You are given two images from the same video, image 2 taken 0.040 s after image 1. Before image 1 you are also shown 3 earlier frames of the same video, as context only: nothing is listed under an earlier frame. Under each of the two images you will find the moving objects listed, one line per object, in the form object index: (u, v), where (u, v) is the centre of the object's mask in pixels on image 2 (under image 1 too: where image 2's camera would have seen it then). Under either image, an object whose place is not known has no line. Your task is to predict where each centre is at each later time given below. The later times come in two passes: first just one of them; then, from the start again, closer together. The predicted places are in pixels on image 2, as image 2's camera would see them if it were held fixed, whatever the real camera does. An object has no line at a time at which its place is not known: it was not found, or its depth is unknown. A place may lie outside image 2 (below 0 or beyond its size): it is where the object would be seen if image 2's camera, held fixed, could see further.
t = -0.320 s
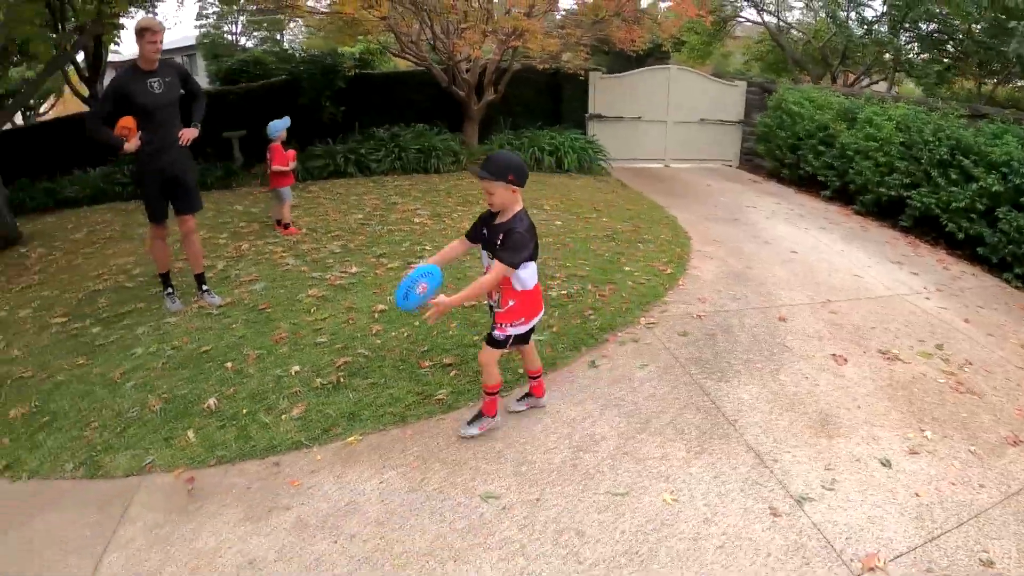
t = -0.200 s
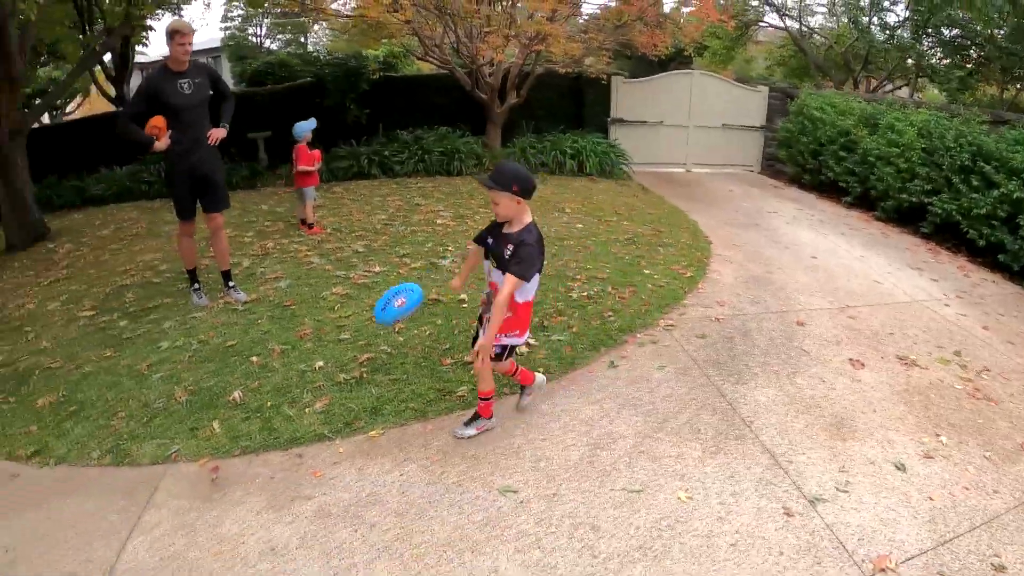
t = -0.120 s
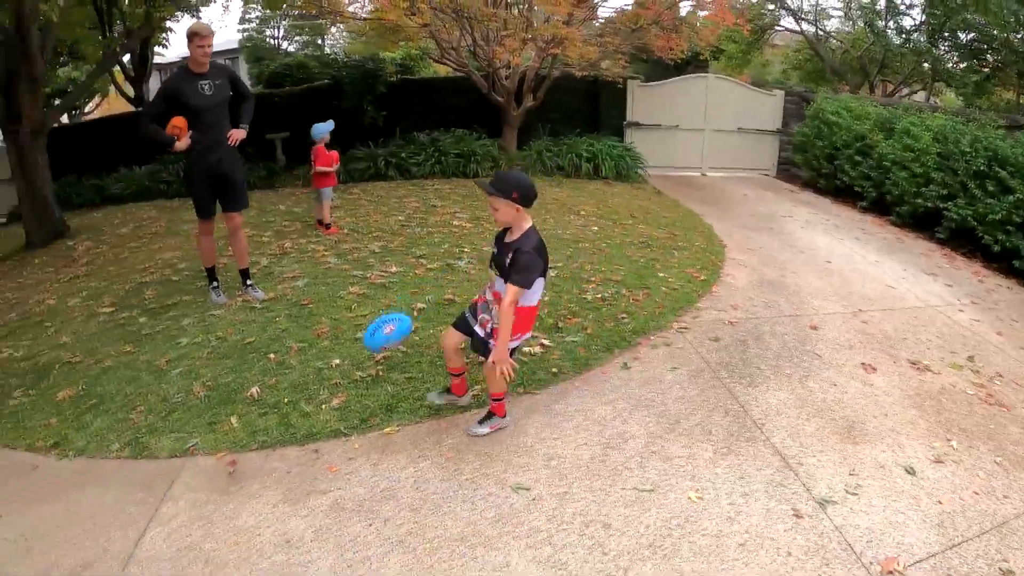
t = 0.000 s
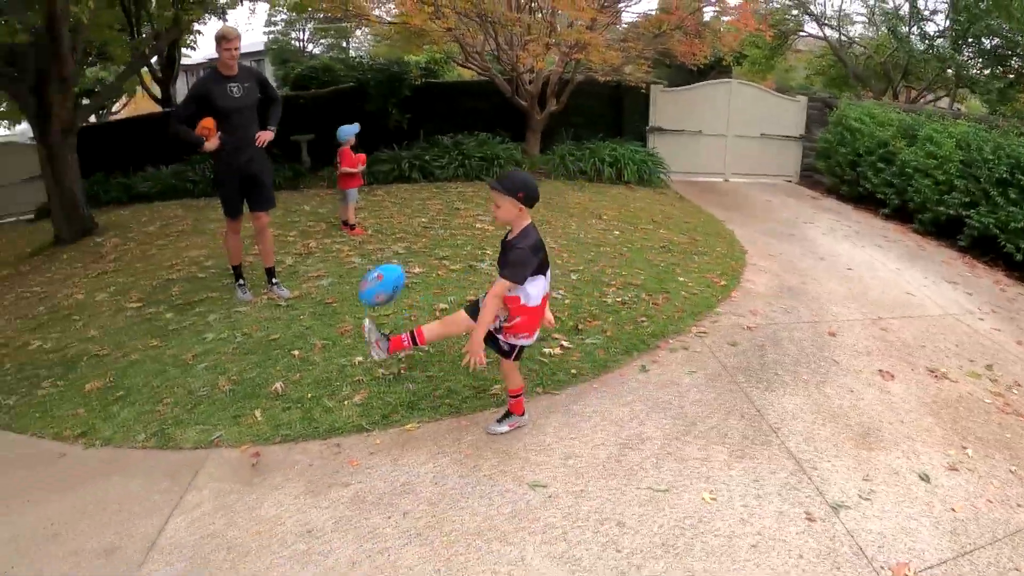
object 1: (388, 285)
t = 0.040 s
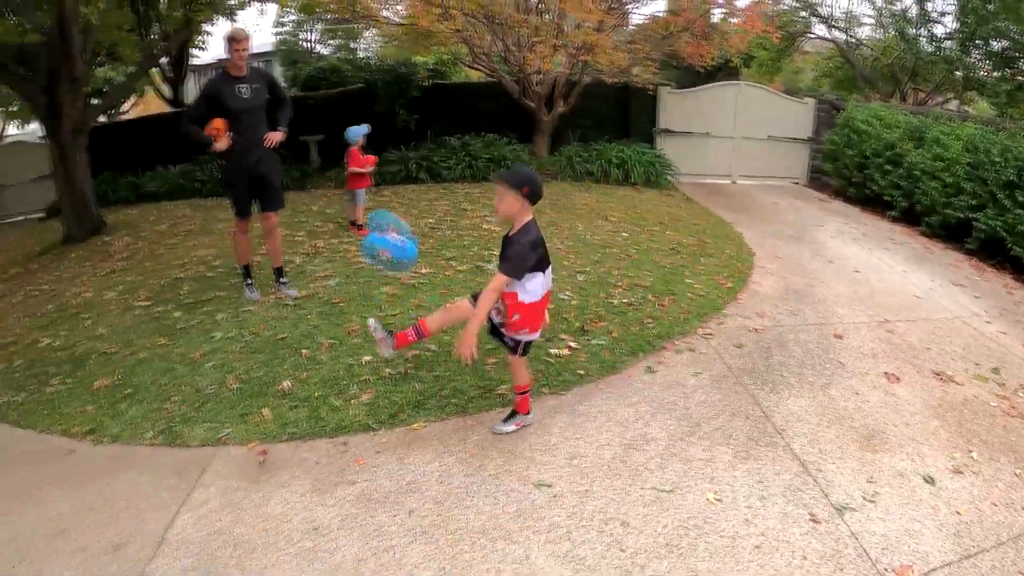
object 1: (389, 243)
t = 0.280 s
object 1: (396, 14)
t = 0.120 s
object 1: (389, 166)
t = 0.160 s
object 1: (391, 114)
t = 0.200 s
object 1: (394, 79)
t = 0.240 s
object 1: (396, 39)
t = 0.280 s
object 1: (396, 14)
